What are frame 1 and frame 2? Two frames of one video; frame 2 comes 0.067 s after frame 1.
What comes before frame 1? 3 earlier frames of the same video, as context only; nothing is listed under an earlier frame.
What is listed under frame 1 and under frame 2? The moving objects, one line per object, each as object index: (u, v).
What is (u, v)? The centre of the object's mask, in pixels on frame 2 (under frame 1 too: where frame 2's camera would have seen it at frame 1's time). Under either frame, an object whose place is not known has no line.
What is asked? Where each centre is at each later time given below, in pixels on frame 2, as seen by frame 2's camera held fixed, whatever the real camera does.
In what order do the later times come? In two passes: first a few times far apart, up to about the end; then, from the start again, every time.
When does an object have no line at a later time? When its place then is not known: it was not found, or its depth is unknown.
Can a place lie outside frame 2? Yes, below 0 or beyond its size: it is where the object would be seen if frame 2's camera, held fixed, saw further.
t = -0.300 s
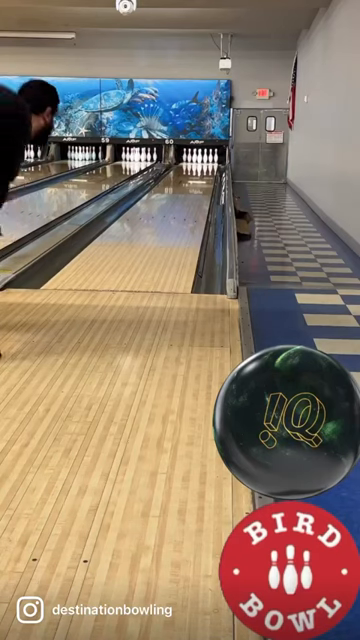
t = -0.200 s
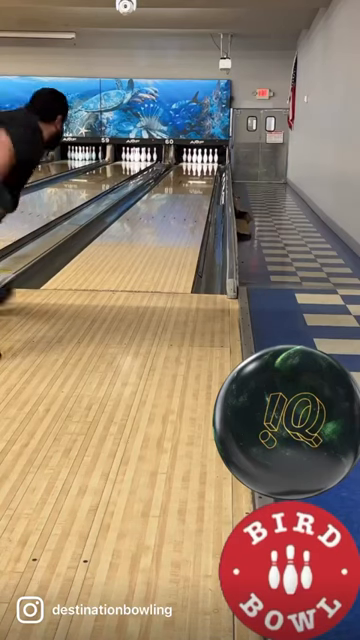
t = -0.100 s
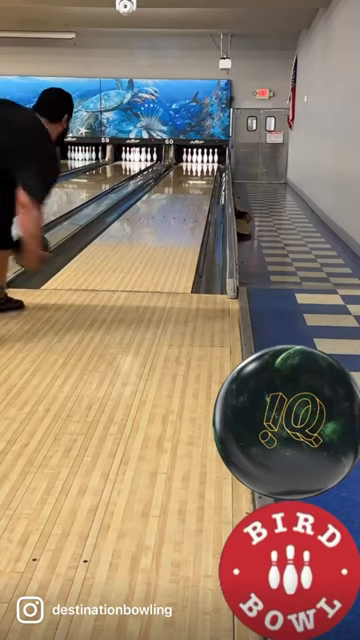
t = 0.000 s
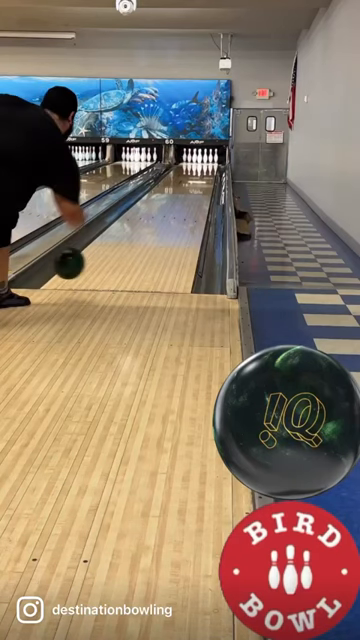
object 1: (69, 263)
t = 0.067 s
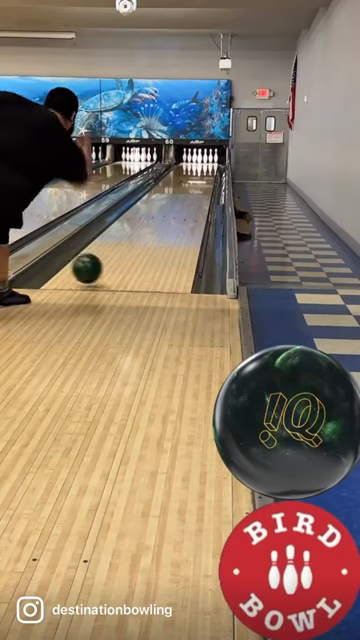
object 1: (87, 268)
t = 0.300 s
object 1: (133, 239)
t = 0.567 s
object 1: (165, 216)
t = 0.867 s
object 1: (187, 199)
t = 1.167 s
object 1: (200, 187)
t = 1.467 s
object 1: (208, 179)
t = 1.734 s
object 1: (211, 173)
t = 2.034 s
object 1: (210, 168)
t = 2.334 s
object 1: (206, 164)
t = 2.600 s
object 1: (204, 161)
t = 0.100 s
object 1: (96, 265)
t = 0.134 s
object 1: (103, 259)
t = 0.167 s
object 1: (110, 255)
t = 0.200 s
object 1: (116, 251)
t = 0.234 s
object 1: (122, 247)
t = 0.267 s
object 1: (128, 243)
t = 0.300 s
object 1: (133, 239)
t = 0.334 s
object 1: (138, 235)
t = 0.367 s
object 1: (143, 232)
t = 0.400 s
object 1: (147, 229)
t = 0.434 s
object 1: (151, 226)
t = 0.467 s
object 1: (154, 223)
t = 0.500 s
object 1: (158, 221)
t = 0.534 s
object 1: (162, 218)
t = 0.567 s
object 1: (165, 216)
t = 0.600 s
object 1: (168, 213)
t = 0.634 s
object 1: (171, 211)
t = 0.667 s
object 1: (176, 208)
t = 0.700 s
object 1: (177, 207)
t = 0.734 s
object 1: (179, 205)
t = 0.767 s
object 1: (181, 203)
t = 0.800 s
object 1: (183, 202)
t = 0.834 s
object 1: (185, 200)
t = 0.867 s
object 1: (187, 199)
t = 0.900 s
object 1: (189, 197)
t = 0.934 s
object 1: (190, 196)
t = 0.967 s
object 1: (192, 194)
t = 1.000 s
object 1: (193, 193)
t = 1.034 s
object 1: (195, 192)
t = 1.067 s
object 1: (197, 190)
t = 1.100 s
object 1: (198, 189)
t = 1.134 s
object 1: (199, 188)
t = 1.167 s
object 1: (200, 187)
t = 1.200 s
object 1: (201, 186)
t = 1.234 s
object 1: (202, 185)
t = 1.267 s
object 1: (203, 184)
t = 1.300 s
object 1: (204, 183)
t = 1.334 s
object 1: (205, 182)
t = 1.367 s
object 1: (206, 181)
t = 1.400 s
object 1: (206, 181)
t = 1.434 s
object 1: (207, 180)
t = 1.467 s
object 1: (208, 179)
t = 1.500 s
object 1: (208, 178)
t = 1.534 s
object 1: (209, 178)
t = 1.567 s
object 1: (209, 176)
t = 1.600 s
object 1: (209, 176)
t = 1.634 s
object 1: (210, 175)
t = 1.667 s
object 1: (210, 174)
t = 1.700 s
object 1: (210, 174)
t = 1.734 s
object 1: (211, 173)
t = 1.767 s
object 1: (210, 172)
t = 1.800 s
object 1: (211, 171)
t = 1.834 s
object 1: (211, 171)
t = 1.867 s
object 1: (211, 170)
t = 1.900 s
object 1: (211, 170)
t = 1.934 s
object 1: (210, 170)
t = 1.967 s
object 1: (210, 169)
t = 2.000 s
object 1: (210, 168)
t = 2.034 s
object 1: (210, 168)
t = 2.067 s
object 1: (210, 168)
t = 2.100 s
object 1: (210, 167)
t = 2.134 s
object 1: (209, 167)
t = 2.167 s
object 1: (209, 166)
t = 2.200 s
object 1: (208, 166)
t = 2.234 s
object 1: (208, 165)
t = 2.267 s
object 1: (208, 165)
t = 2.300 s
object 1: (207, 164)
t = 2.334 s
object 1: (206, 164)
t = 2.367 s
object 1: (206, 164)
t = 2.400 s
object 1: (206, 163)
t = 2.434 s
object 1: (205, 162)
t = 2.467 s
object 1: (205, 162)
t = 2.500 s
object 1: (205, 162)
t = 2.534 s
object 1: (205, 161)
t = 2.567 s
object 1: (204, 161)
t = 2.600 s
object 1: (204, 161)
